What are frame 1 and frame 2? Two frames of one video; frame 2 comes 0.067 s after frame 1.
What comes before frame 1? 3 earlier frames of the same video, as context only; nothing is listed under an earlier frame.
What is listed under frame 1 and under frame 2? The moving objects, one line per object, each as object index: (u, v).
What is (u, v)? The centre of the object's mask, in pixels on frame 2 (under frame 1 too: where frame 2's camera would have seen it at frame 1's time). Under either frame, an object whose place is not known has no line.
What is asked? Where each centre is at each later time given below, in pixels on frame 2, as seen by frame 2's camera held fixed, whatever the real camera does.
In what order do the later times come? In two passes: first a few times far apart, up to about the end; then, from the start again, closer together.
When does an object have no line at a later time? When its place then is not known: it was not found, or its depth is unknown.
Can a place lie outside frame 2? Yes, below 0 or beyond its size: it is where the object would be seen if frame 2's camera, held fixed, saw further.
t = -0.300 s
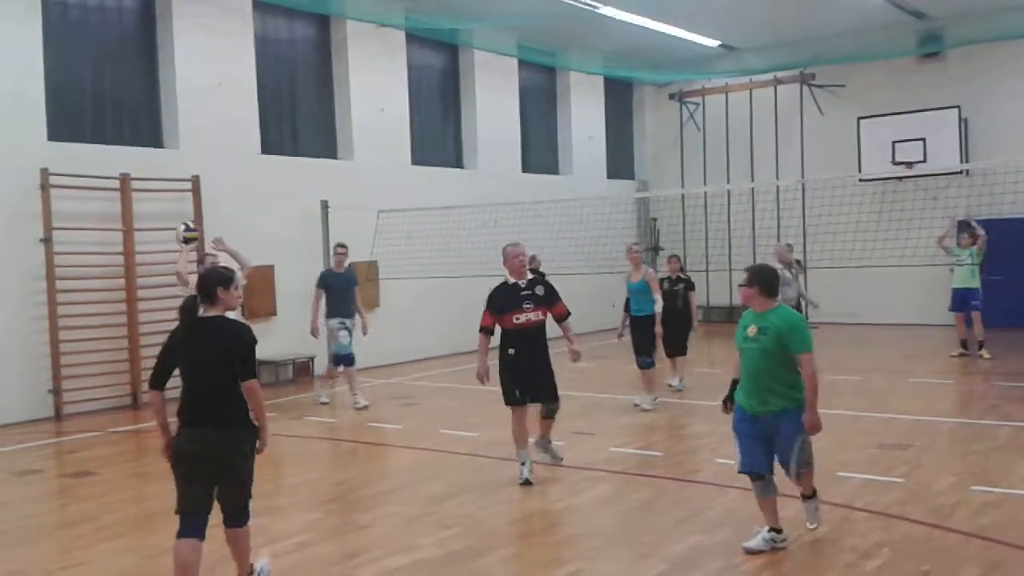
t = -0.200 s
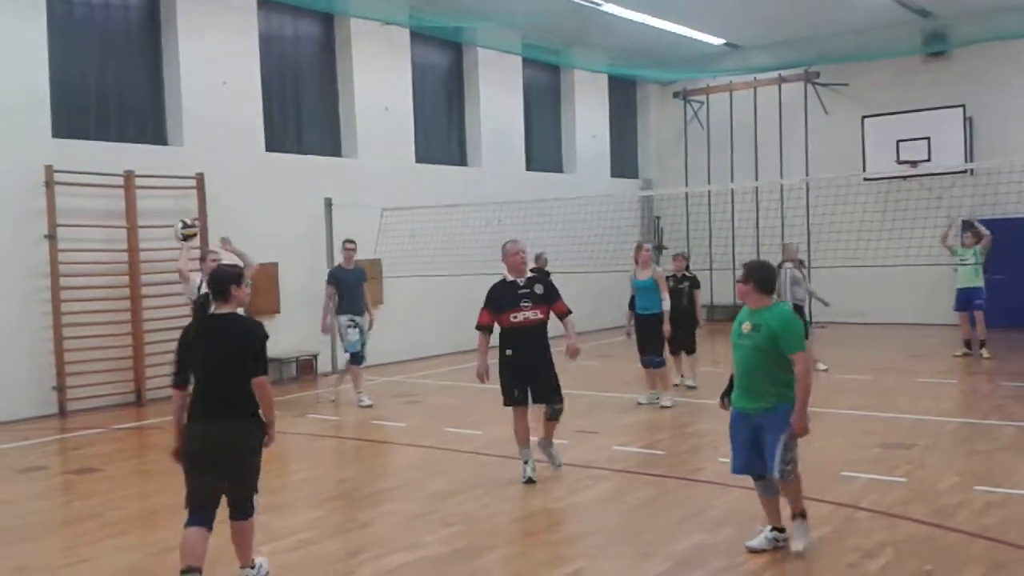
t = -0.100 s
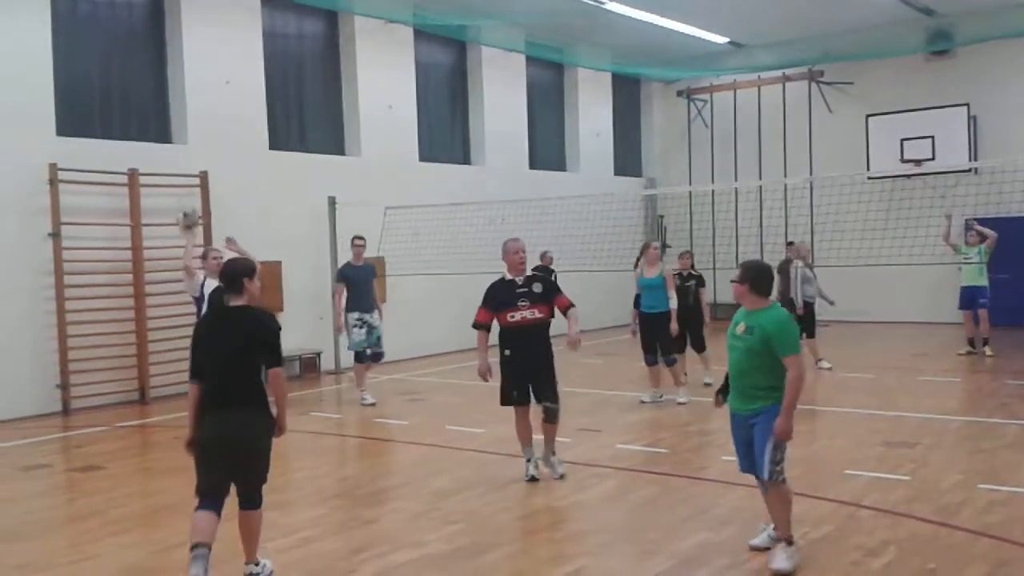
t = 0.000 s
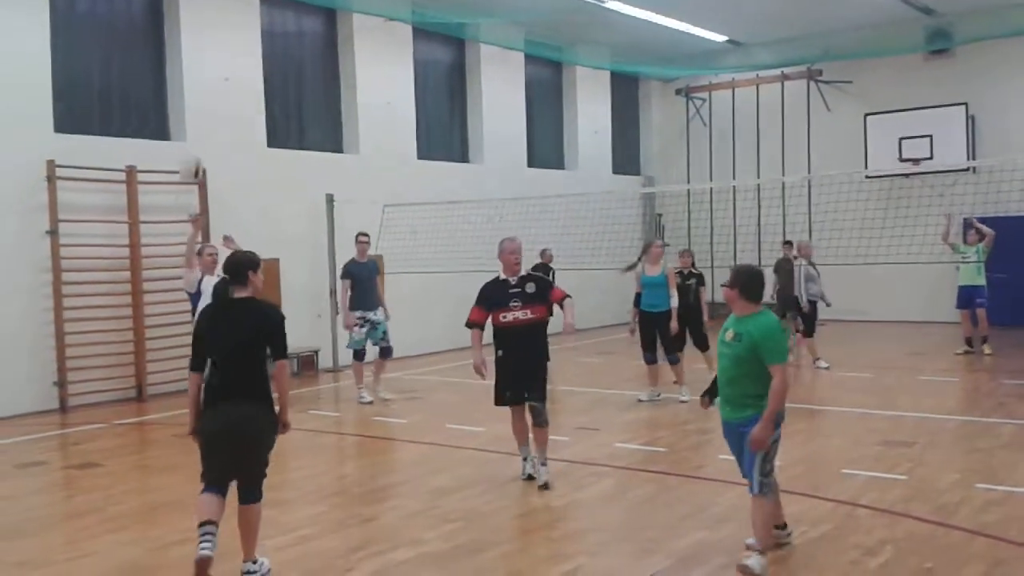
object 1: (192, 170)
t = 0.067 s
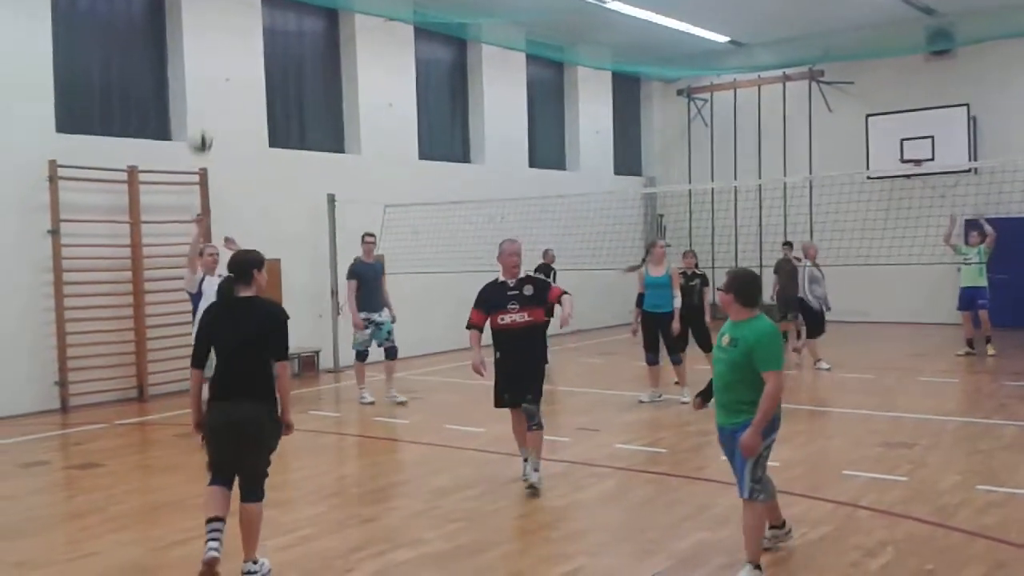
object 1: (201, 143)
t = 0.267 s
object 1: (220, 77)
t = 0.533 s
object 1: (260, 65)
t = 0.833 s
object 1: (326, 189)
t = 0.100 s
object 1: (204, 130)
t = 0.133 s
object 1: (207, 116)
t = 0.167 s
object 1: (211, 105)
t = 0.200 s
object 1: (214, 94)
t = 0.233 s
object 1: (217, 86)
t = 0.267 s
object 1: (220, 77)
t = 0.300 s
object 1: (225, 70)
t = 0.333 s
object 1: (229, 66)
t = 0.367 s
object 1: (234, 62)
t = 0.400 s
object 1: (238, 59)
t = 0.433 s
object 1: (243, 58)
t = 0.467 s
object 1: (248, 59)
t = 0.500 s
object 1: (252, 60)
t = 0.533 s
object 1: (260, 65)
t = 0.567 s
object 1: (266, 69)
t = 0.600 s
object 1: (271, 76)
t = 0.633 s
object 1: (278, 85)
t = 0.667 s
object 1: (285, 96)
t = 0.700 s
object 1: (291, 108)
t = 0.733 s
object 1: (299, 124)
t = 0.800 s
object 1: (317, 164)
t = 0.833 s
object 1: (326, 189)
